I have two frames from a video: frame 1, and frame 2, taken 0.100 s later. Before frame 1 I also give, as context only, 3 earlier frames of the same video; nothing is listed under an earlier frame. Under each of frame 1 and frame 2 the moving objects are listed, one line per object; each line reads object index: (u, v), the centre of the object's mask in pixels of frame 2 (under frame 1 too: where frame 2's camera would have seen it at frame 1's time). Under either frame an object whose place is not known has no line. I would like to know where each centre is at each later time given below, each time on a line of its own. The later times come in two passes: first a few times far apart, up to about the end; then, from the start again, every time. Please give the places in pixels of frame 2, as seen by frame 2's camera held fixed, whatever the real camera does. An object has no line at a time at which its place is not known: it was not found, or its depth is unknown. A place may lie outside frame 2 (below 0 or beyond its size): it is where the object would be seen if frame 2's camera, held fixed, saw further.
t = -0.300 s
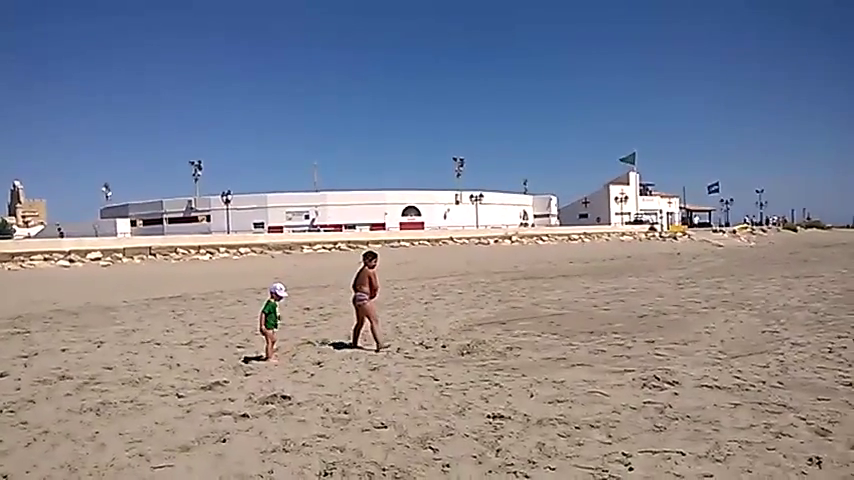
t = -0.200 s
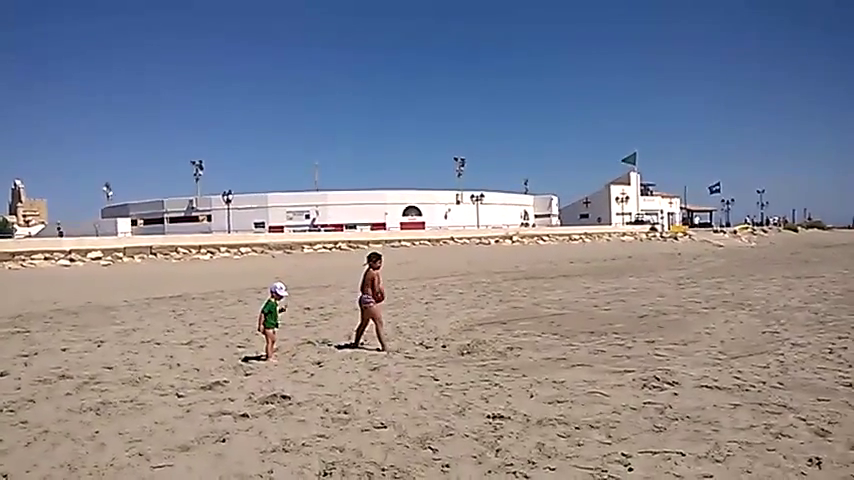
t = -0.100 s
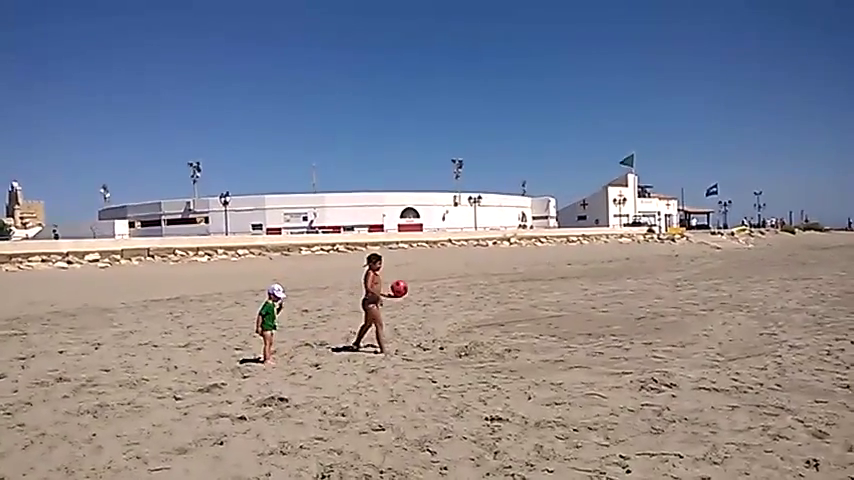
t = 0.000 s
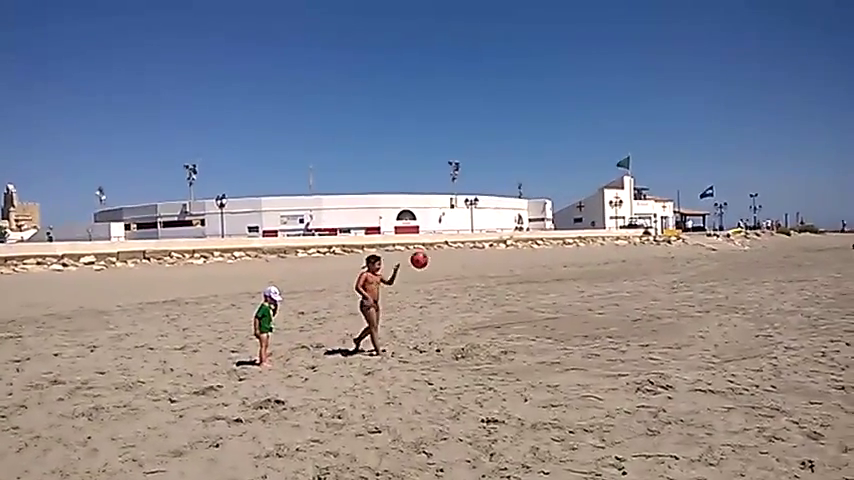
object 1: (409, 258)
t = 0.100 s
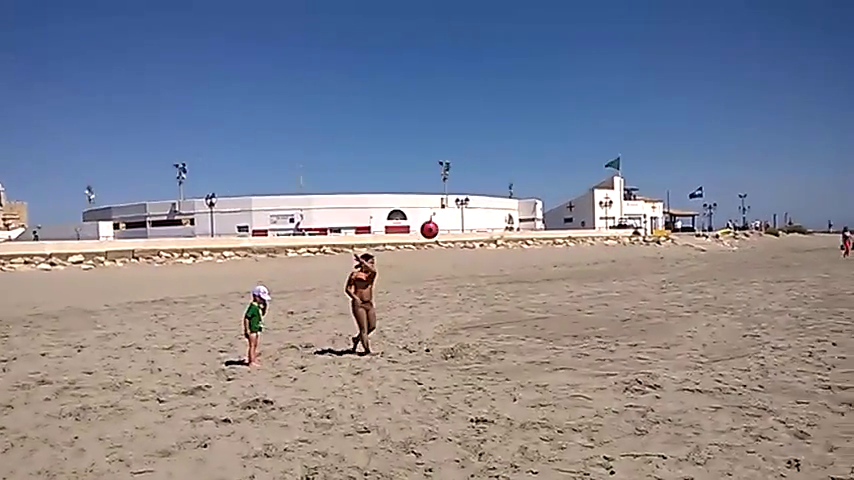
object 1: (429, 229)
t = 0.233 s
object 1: (454, 201)
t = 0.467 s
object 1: (492, 193)
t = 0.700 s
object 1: (528, 241)
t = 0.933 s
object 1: (559, 358)
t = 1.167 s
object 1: (591, 347)
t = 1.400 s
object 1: (623, 339)
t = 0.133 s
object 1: (435, 221)
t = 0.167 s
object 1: (442, 213)
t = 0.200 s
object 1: (448, 206)
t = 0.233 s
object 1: (454, 201)
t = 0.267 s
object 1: (460, 197)
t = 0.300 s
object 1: (466, 194)
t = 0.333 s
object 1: (472, 191)
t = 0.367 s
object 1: (477, 190)
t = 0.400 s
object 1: (482, 190)
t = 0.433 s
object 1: (487, 191)
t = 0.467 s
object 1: (492, 193)
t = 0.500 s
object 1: (497, 196)
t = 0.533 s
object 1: (502, 200)
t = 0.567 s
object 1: (507, 205)
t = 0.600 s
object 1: (513, 212)
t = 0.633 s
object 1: (518, 220)
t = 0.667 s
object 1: (523, 230)
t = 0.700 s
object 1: (528, 241)
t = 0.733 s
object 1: (534, 253)
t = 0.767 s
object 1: (539, 267)
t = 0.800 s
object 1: (543, 283)
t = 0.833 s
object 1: (548, 299)
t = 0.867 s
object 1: (551, 318)
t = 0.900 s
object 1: (555, 337)
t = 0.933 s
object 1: (559, 358)
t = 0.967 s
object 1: (564, 380)
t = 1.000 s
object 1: (569, 387)
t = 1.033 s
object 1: (574, 377)
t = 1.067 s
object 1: (578, 368)
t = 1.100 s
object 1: (583, 359)
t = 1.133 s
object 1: (587, 352)
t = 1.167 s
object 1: (591, 347)
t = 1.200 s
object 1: (595, 342)
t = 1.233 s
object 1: (600, 338)
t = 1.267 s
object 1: (603, 336)
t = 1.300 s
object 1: (608, 335)
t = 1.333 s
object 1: (613, 334)
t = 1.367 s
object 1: (618, 336)
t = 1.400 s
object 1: (623, 339)
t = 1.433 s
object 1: (627, 344)
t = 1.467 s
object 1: (632, 351)
